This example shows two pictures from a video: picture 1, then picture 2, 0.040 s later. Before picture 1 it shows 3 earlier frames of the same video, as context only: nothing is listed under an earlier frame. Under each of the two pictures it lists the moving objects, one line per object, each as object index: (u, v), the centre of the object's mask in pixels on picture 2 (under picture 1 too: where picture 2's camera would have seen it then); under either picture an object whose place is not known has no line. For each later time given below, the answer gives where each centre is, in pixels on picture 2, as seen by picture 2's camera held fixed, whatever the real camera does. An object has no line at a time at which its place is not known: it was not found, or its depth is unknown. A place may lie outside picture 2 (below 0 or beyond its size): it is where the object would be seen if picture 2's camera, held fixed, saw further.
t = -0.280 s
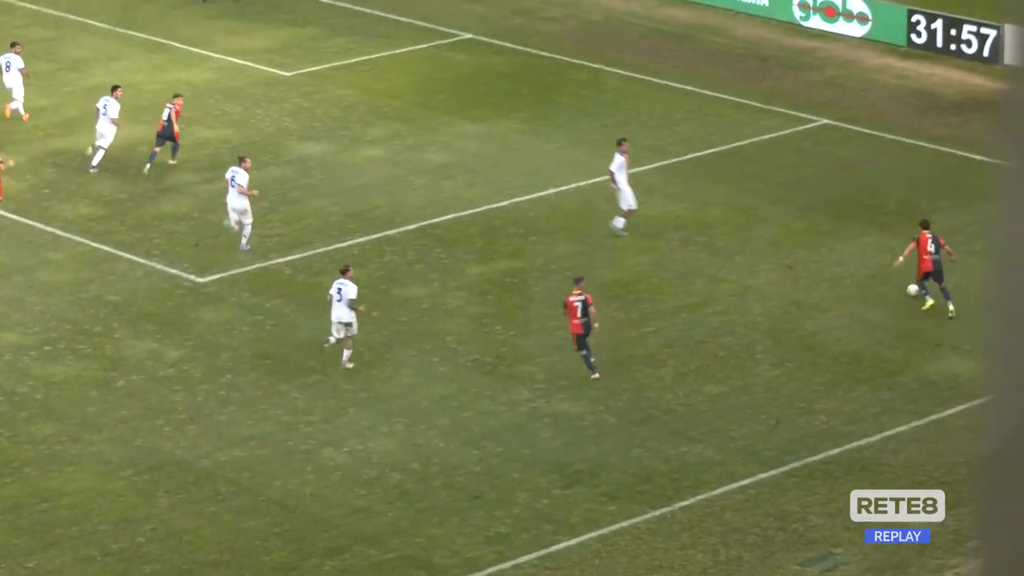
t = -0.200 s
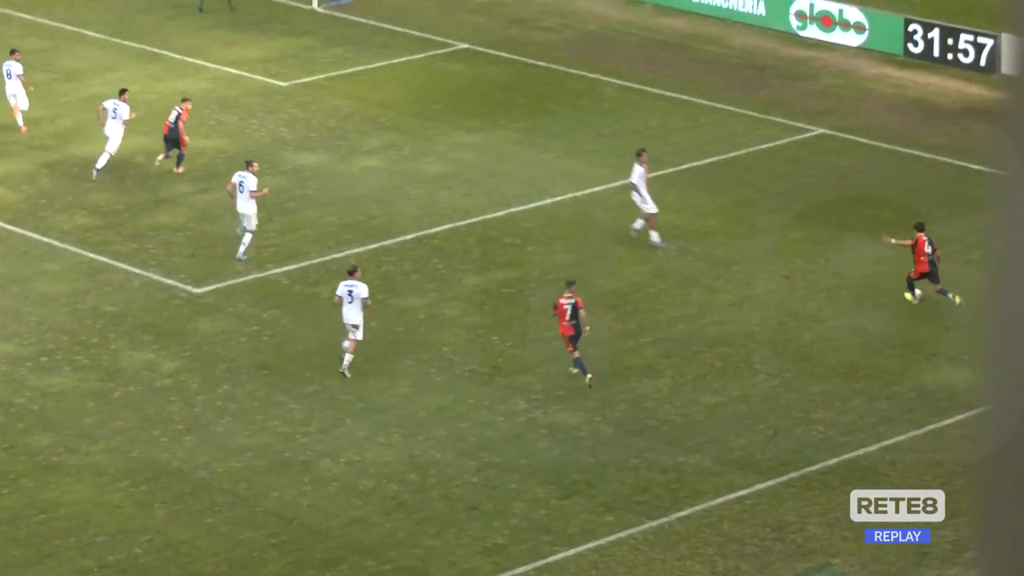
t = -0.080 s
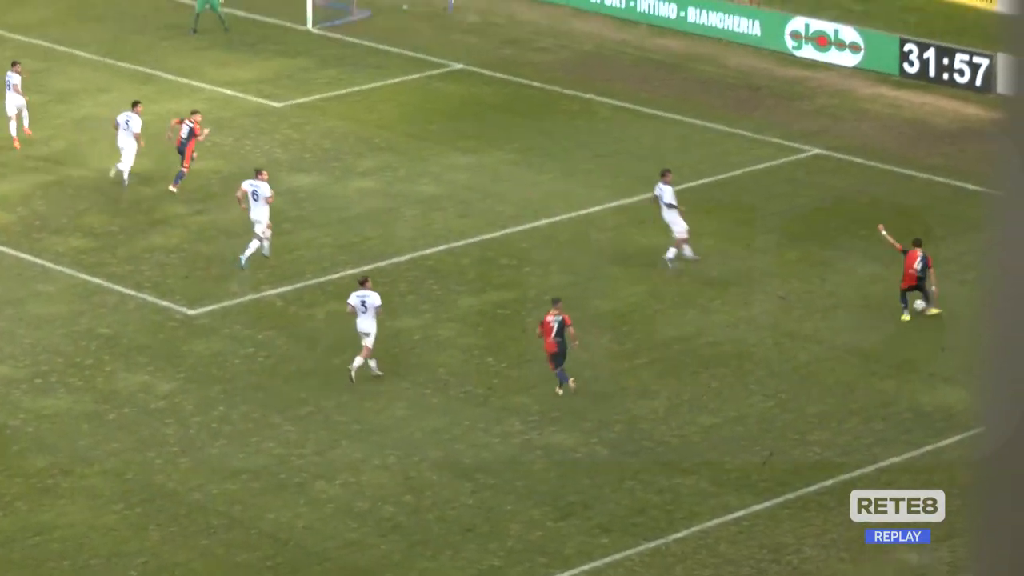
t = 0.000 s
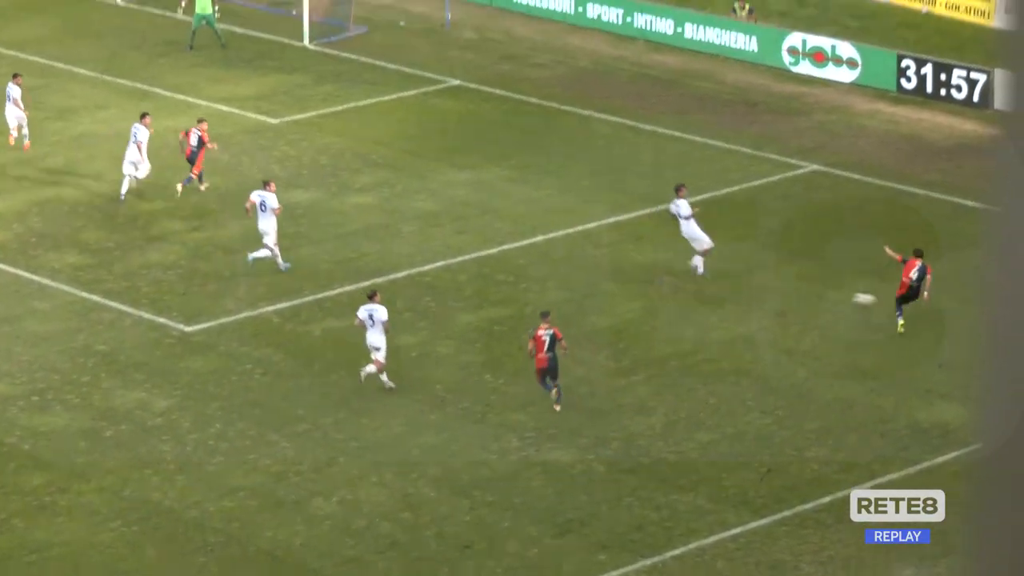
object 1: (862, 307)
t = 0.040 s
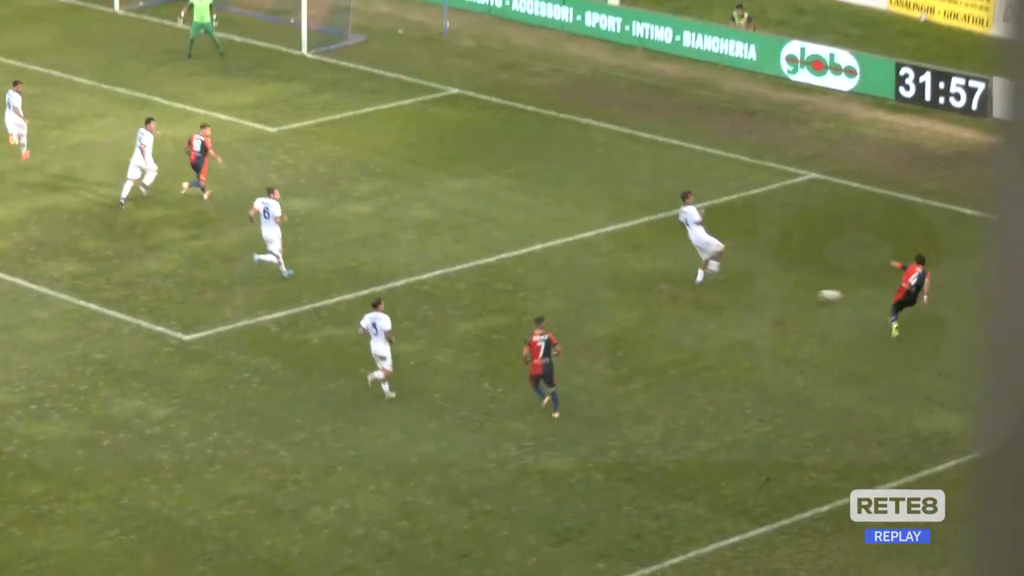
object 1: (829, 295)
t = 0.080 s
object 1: (797, 285)
